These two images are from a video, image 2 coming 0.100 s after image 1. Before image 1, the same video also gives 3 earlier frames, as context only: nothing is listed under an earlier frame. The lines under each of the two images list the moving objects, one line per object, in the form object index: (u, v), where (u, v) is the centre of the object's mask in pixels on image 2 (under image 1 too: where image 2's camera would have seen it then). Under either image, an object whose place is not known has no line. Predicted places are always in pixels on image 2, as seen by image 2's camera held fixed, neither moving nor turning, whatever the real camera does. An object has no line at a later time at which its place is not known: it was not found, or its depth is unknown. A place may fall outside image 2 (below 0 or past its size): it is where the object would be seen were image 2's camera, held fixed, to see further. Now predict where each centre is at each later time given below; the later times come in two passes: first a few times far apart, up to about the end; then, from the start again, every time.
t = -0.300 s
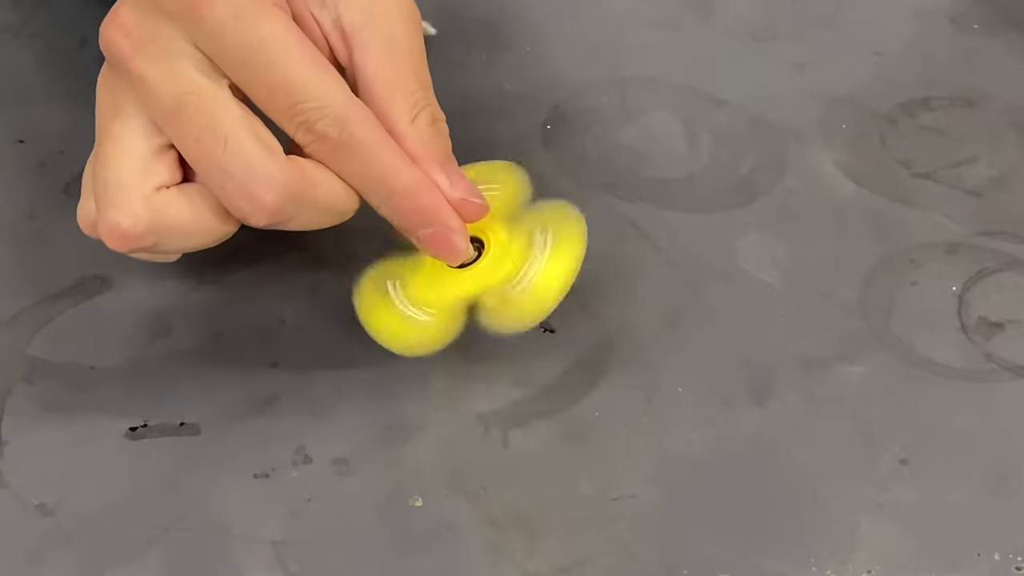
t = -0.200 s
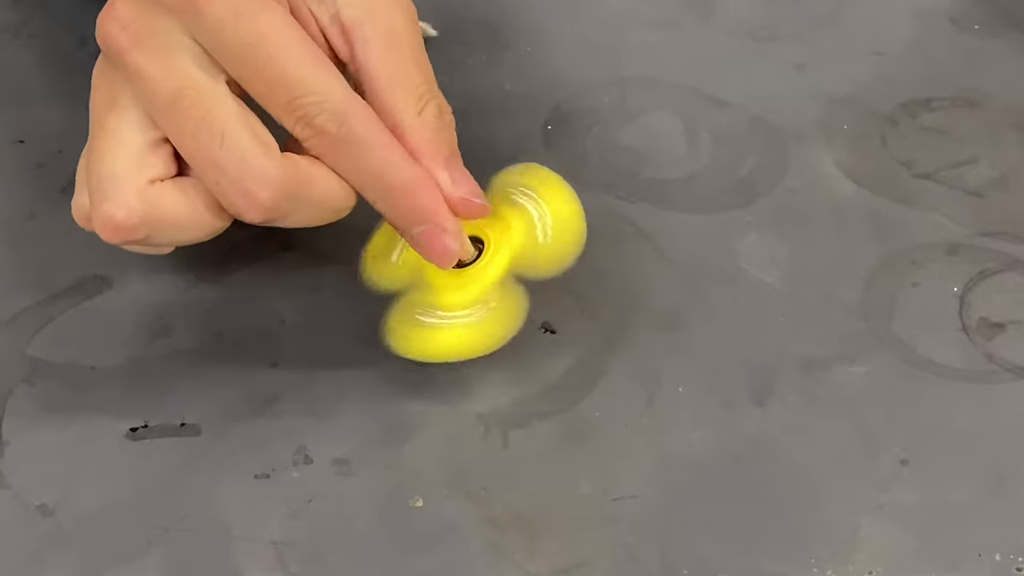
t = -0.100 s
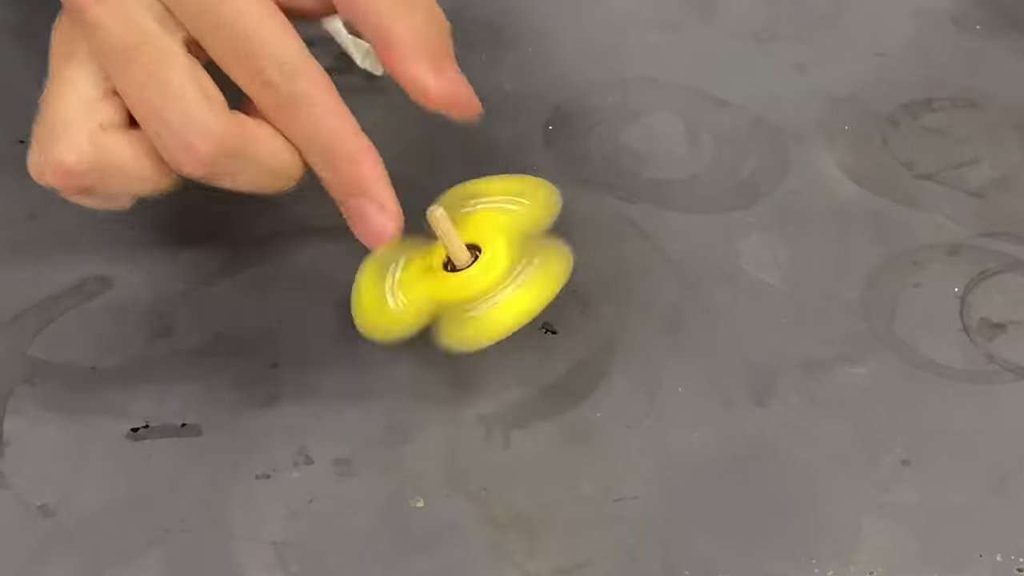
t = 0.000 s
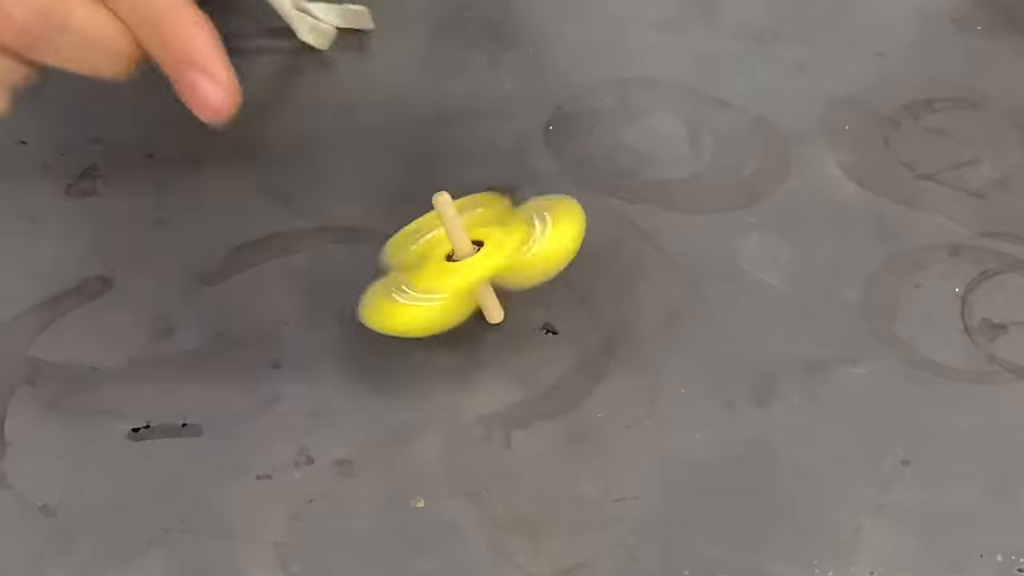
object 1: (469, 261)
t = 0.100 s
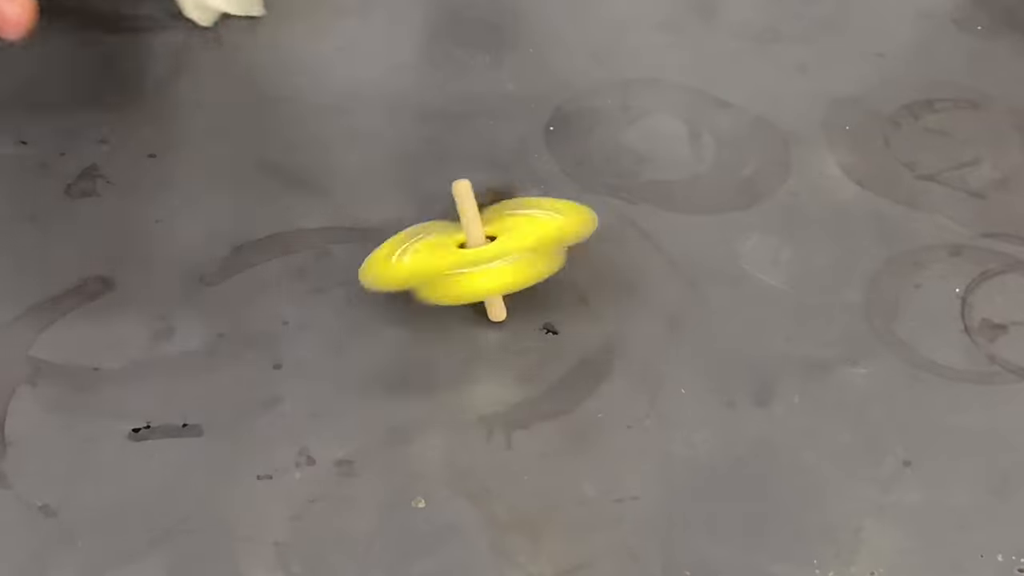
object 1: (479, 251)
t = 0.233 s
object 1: (498, 248)
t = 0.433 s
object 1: (522, 258)
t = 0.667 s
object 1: (519, 280)
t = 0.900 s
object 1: (493, 287)
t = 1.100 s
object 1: (474, 276)
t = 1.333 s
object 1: (486, 255)
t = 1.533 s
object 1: (510, 254)
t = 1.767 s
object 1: (526, 272)
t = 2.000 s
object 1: (508, 286)
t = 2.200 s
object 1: (485, 281)
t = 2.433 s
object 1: (485, 262)
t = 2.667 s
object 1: (507, 255)
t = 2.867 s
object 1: (525, 265)
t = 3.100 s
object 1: (515, 281)
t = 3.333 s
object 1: (489, 280)
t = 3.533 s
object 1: (490, 264)
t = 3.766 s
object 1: (506, 256)
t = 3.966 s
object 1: (523, 261)
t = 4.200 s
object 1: (516, 273)
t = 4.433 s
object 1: (503, 273)
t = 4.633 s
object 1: (493, 267)
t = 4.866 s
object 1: (505, 258)
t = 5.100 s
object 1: (512, 258)
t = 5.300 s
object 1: (519, 259)
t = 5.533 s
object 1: (517, 263)
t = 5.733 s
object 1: (519, 256)
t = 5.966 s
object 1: (537, 241)
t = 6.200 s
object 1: (553, 229)
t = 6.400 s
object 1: (566, 217)
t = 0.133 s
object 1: (483, 251)
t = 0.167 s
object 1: (488, 248)
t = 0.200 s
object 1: (493, 249)
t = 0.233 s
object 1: (498, 248)
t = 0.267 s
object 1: (502, 249)
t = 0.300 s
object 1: (506, 250)
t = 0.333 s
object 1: (511, 252)
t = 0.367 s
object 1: (514, 253)
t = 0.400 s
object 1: (519, 257)
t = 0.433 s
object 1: (522, 258)
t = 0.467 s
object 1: (523, 263)
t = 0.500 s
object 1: (525, 265)
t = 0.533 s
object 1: (524, 268)
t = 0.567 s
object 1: (523, 273)
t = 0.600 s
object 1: (522, 276)
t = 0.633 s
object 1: (520, 277)
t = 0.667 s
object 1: (519, 280)
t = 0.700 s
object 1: (516, 282)
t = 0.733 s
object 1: (513, 285)
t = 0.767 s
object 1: (509, 287)
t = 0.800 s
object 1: (504, 288)
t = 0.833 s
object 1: (500, 288)
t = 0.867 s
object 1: (497, 287)
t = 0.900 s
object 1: (493, 287)
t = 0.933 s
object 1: (489, 286)
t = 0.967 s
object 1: (485, 287)
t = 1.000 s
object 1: (482, 283)
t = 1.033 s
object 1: (479, 282)
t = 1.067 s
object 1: (476, 278)
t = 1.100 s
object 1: (474, 276)
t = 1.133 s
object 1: (472, 273)
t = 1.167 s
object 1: (475, 269)
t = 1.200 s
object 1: (476, 267)
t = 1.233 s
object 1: (479, 262)
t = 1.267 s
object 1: (481, 260)
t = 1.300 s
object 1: (484, 259)
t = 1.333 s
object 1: (486, 255)
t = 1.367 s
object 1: (490, 254)
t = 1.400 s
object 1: (494, 252)
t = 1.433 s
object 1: (498, 252)
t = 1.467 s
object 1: (503, 253)
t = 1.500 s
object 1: (505, 253)
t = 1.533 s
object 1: (510, 254)
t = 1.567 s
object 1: (516, 254)
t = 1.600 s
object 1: (519, 258)
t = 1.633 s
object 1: (522, 260)
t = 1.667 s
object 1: (522, 261)
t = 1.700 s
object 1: (525, 266)
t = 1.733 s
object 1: (526, 268)
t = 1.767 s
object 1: (526, 272)
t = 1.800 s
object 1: (524, 274)
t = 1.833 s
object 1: (524, 277)
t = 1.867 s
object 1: (522, 281)
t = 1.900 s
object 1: (517, 283)
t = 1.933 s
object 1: (515, 284)
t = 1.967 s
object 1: (512, 285)
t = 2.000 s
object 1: (508, 286)
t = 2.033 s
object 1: (503, 288)
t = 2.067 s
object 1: (499, 285)
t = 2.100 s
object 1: (496, 285)
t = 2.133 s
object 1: (492, 284)
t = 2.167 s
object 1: (489, 283)
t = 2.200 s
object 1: (485, 281)
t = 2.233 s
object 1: (484, 277)
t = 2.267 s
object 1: (482, 276)
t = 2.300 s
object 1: (480, 273)
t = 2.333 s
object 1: (481, 270)
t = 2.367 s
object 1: (482, 269)
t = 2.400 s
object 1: (481, 265)
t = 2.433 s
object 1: (485, 262)
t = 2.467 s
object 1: (485, 260)
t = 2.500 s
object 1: (489, 258)
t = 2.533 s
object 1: (491, 255)
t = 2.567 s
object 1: (494, 255)
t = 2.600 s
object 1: (499, 255)
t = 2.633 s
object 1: (503, 255)
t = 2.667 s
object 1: (507, 255)
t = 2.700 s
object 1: (511, 256)
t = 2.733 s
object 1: (513, 257)
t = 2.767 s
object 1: (517, 259)
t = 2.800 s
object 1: (519, 259)
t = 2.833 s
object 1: (521, 262)
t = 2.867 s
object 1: (525, 265)
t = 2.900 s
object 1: (525, 267)
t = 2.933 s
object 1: (525, 270)
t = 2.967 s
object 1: (525, 273)
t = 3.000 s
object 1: (523, 275)
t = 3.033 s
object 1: (522, 278)
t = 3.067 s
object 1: (518, 281)
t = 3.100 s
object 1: (515, 281)
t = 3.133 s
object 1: (513, 283)
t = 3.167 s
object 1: (509, 283)
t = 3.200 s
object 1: (504, 283)
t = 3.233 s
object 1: (501, 282)
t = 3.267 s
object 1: (497, 282)
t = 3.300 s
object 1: (494, 280)
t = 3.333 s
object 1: (489, 280)
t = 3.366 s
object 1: (489, 277)
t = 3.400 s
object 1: (491, 274)
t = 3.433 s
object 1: (487, 272)
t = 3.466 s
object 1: (486, 269)
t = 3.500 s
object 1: (490, 266)
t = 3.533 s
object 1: (490, 264)
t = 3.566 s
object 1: (488, 262)
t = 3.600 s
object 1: (493, 259)
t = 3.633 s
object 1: (494, 257)
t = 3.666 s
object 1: (496, 257)
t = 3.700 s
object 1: (500, 255)
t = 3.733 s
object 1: (504, 253)
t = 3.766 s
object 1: (506, 256)
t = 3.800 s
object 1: (511, 256)
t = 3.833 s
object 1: (512, 255)
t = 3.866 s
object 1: (515, 257)
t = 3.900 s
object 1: (519, 259)
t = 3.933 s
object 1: (521, 260)
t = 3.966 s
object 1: (523, 261)
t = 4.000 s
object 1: (525, 265)
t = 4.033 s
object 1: (524, 268)
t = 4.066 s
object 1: (523, 268)
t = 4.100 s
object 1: (522, 270)
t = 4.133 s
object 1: (523, 273)
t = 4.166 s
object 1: (520, 275)
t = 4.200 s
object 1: (516, 273)
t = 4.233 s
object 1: (515, 275)
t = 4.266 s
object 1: (511, 278)
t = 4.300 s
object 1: (507, 278)
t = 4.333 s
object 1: (504, 277)
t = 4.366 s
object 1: (503, 276)
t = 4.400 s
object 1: (503, 273)
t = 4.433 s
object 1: (503, 273)
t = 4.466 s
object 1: (499, 276)
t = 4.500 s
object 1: (494, 273)
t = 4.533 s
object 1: (494, 269)
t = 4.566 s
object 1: (498, 267)
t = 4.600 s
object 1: (497, 268)
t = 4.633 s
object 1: (493, 267)
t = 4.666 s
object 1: (495, 261)
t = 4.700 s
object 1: (499, 259)
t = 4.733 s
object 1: (502, 261)
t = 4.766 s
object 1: (501, 260)
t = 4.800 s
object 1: (501, 257)
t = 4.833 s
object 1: (505, 254)
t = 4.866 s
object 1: (505, 258)
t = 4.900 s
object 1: (505, 258)
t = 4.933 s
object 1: (505, 258)
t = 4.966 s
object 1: (504, 258)
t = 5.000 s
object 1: (506, 259)
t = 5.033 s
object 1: (508, 258)
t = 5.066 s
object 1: (509, 256)
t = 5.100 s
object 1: (512, 258)
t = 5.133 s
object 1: (515, 258)
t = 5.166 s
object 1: (520, 257)
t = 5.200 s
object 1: (520, 257)
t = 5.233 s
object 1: (518, 259)
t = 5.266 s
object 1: (517, 259)
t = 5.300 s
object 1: (519, 259)
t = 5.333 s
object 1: (517, 260)
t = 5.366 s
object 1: (517, 260)
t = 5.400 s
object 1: (518, 261)
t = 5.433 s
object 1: (518, 262)
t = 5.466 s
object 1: (518, 262)
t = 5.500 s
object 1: (517, 263)
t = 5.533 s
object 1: (517, 263)
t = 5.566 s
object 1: (517, 264)
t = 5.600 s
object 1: (515, 263)
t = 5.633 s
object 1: (516, 263)
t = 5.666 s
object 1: (515, 261)
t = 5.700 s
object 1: (517, 259)
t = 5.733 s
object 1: (519, 256)
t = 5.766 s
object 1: (522, 254)
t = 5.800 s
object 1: (525, 251)
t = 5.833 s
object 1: (529, 249)
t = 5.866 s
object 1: (530, 247)
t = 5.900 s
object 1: (532, 245)
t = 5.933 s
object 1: (533, 243)
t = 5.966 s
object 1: (537, 241)
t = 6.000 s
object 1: (538, 241)
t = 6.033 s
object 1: (537, 240)
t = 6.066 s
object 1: (539, 237)
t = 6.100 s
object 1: (542, 235)
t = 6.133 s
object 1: (548, 233)
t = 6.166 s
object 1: (552, 231)
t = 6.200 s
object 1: (553, 229)
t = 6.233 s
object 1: (554, 226)
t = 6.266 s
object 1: (557, 225)
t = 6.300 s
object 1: (557, 222)
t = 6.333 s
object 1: (559, 221)
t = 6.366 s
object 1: (563, 219)
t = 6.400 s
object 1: (566, 217)
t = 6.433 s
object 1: (568, 218)
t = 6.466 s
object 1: (568, 215)
